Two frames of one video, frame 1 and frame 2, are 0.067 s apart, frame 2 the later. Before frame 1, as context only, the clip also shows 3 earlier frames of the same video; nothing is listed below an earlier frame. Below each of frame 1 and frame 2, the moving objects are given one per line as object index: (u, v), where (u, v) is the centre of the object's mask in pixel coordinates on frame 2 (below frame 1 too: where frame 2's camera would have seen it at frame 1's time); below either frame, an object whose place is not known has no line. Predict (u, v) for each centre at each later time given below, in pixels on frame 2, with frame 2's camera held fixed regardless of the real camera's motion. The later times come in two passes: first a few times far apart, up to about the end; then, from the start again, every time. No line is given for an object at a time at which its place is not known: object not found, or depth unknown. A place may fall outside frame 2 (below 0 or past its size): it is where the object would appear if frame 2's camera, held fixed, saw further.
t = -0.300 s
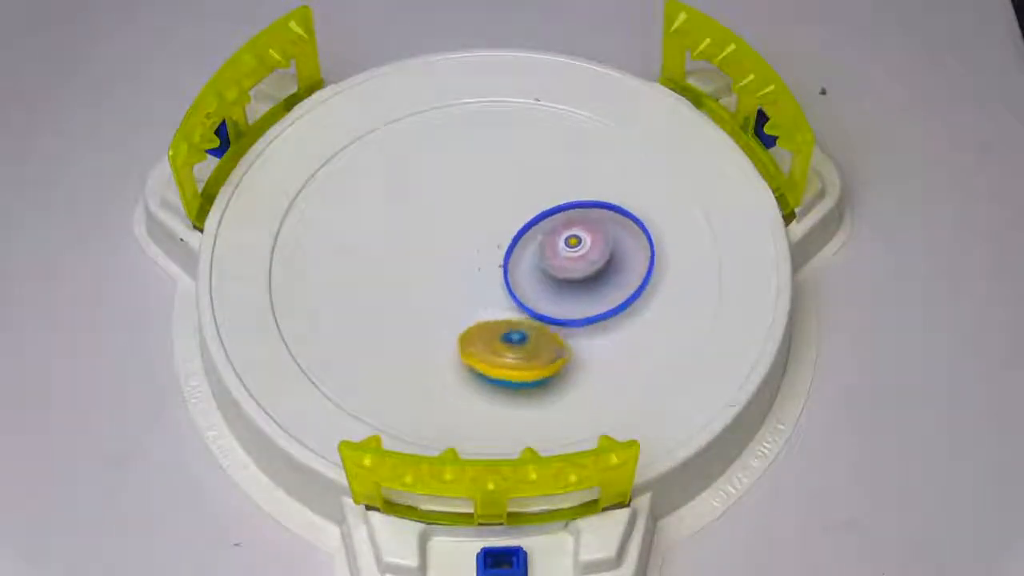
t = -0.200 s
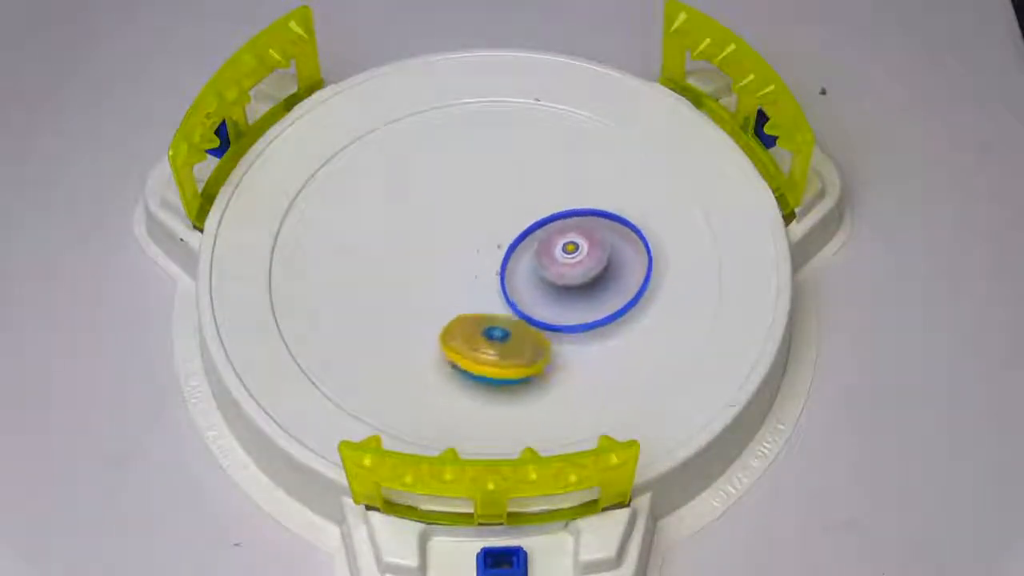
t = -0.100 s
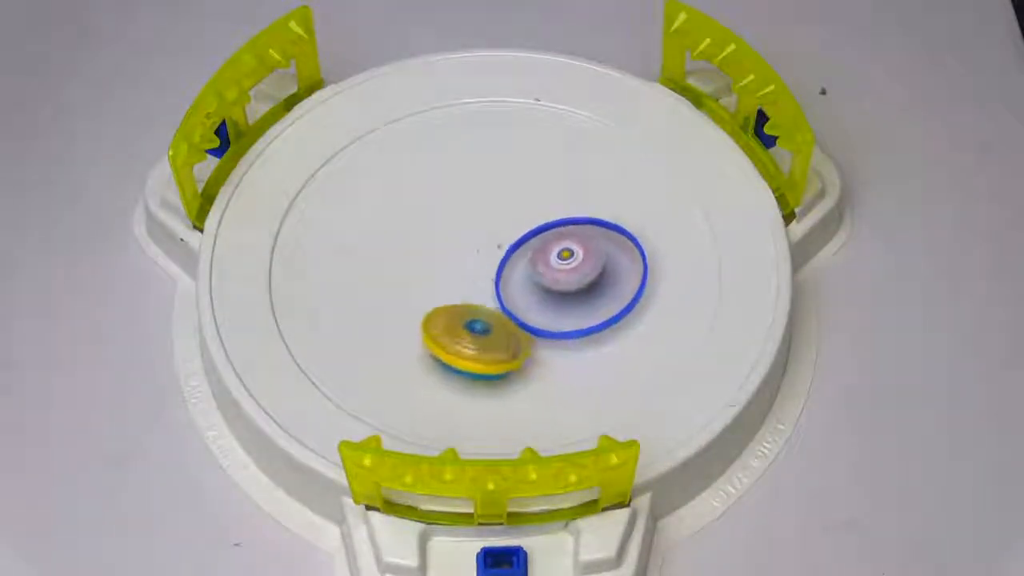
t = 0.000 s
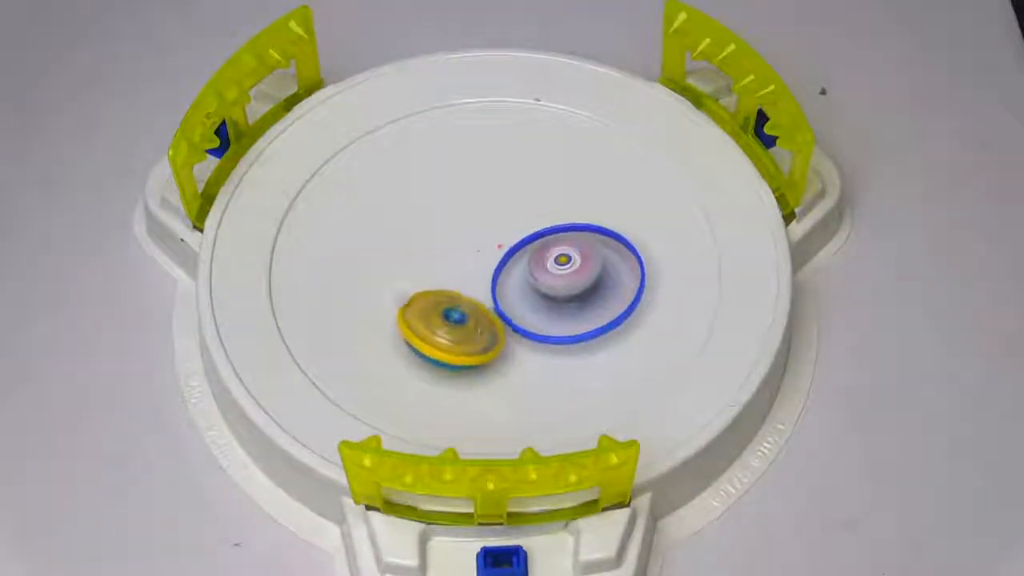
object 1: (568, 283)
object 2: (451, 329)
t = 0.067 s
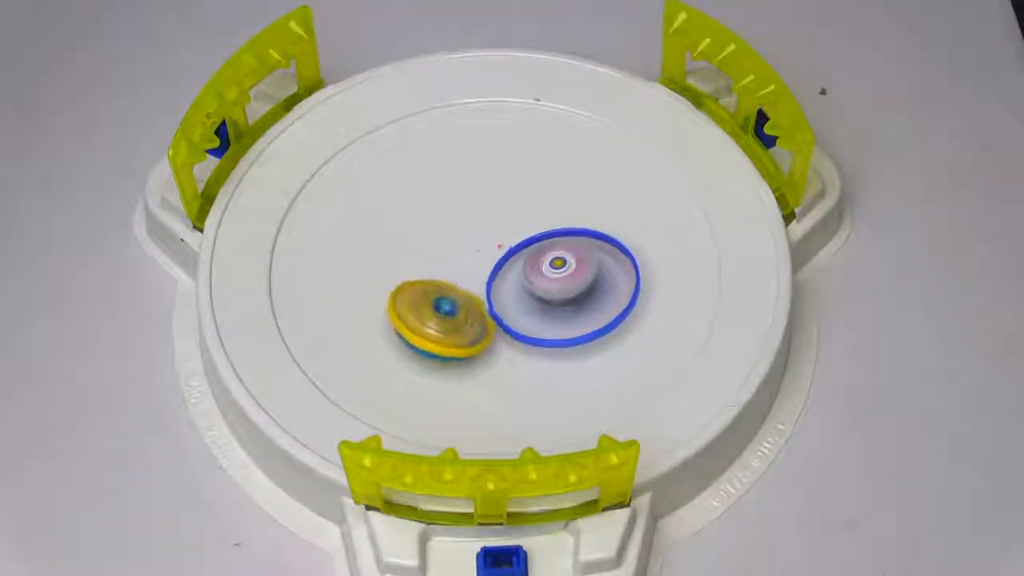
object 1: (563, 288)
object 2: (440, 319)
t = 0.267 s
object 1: (547, 298)
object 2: (417, 279)
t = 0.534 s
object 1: (516, 308)
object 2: (420, 204)
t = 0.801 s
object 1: (490, 309)
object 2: (430, 174)
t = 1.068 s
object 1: (468, 301)
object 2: (452, 169)
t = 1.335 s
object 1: (456, 292)
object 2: (507, 189)
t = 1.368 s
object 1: (456, 290)
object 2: (513, 192)
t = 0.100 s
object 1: (561, 289)
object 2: (436, 314)
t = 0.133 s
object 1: (558, 291)
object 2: (430, 307)
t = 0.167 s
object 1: (557, 293)
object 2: (425, 300)
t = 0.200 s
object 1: (554, 294)
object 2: (422, 295)
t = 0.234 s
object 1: (550, 296)
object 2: (419, 286)
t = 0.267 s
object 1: (547, 298)
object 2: (417, 279)
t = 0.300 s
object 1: (543, 300)
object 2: (414, 271)
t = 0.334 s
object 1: (539, 302)
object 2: (412, 260)
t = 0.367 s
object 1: (536, 303)
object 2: (412, 251)
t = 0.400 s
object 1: (532, 304)
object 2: (412, 243)
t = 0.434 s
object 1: (528, 305)
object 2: (415, 233)
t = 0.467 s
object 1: (525, 306)
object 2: (416, 225)
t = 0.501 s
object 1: (521, 307)
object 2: (417, 215)
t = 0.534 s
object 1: (516, 308)
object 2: (420, 204)
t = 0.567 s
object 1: (513, 309)
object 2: (423, 197)
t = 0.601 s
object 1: (510, 309)
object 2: (425, 192)
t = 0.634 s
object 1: (506, 310)
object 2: (427, 185)
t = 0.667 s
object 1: (503, 310)
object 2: (428, 182)
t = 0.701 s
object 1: (500, 310)
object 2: (429, 179)
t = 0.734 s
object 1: (496, 310)
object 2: (429, 177)
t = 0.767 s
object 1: (493, 309)
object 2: (429, 175)
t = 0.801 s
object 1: (490, 309)
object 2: (430, 174)
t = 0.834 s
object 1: (486, 308)
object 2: (431, 172)
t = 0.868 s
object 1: (483, 307)
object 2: (432, 171)
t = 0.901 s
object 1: (481, 307)
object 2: (434, 170)
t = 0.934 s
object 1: (477, 305)
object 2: (437, 170)
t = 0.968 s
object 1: (475, 304)
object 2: (440, 169)
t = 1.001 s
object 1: (473, 303)
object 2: (443, 169)
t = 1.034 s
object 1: (470, 302)
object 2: (448, 169)
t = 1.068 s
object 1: (468, 301)
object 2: (452, 169)
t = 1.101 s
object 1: (466, 299)
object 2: (456, 171)
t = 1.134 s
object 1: (464, 298)
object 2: (460, 173)
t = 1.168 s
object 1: (462, 296)
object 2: (464, 175)
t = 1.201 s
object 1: (461, 295)
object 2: (469, 178)
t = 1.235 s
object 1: (460, 293)
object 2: (479, 184)
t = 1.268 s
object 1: (458, 293)
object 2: (488, 186)
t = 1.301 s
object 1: (457, 294)
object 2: (497, 186)
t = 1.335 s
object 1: (456, 292)
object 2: (507, 189)
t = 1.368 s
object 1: (456, 290)
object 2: (513, 192)
